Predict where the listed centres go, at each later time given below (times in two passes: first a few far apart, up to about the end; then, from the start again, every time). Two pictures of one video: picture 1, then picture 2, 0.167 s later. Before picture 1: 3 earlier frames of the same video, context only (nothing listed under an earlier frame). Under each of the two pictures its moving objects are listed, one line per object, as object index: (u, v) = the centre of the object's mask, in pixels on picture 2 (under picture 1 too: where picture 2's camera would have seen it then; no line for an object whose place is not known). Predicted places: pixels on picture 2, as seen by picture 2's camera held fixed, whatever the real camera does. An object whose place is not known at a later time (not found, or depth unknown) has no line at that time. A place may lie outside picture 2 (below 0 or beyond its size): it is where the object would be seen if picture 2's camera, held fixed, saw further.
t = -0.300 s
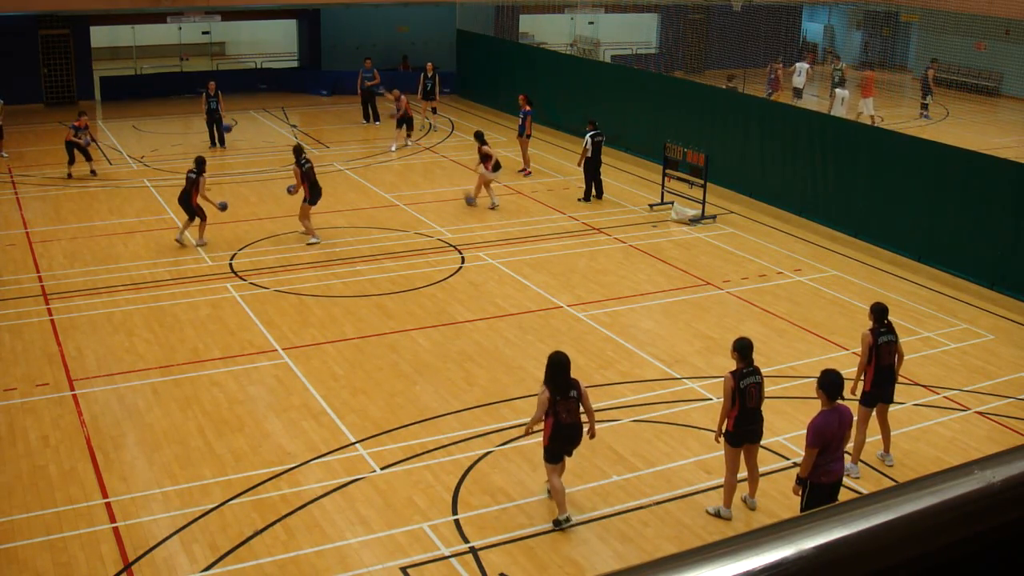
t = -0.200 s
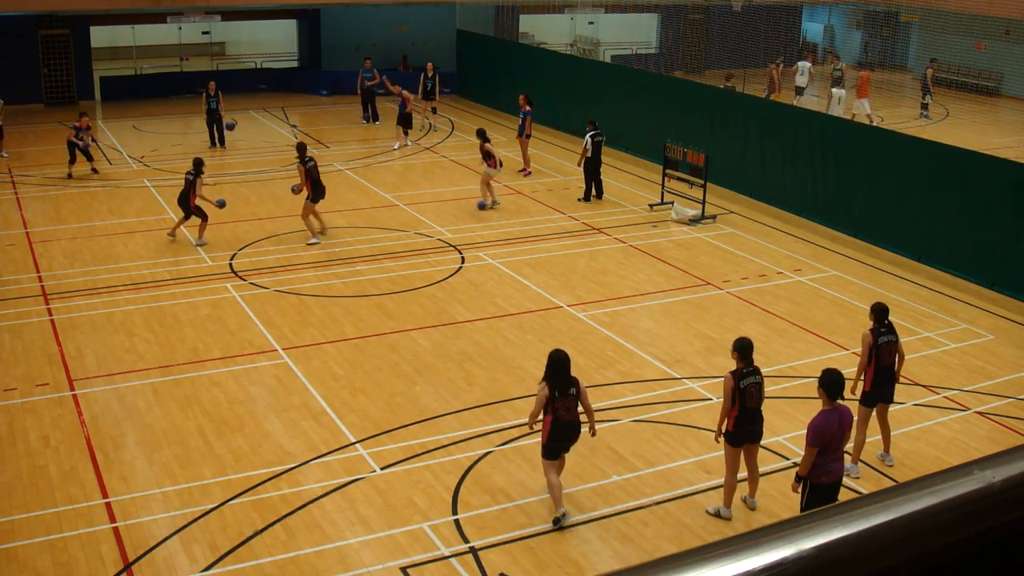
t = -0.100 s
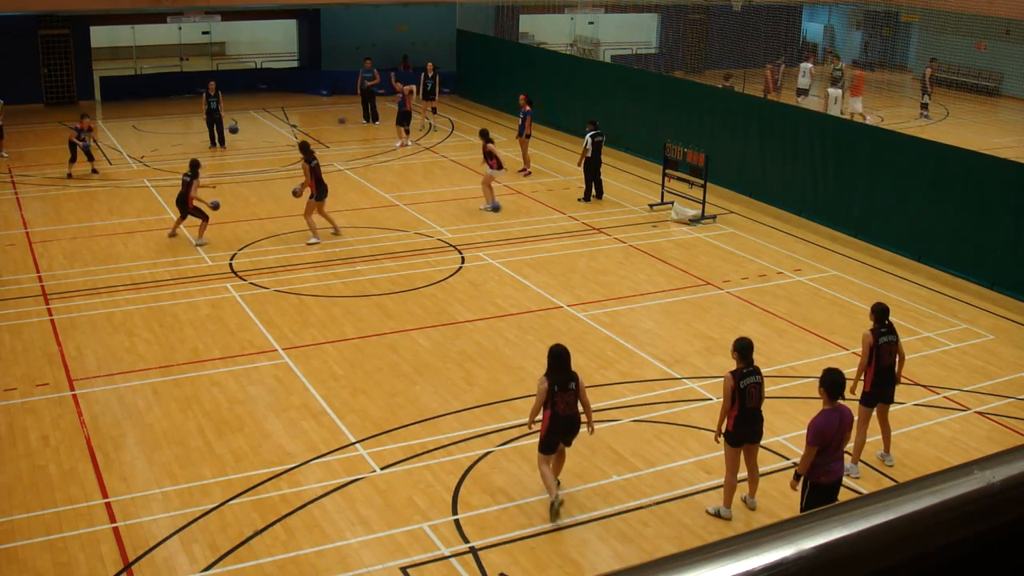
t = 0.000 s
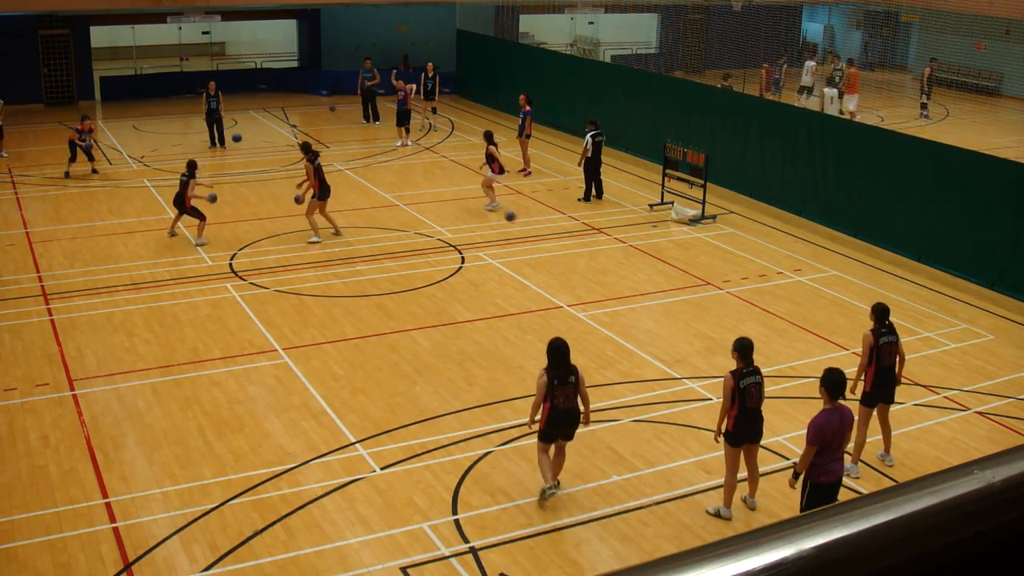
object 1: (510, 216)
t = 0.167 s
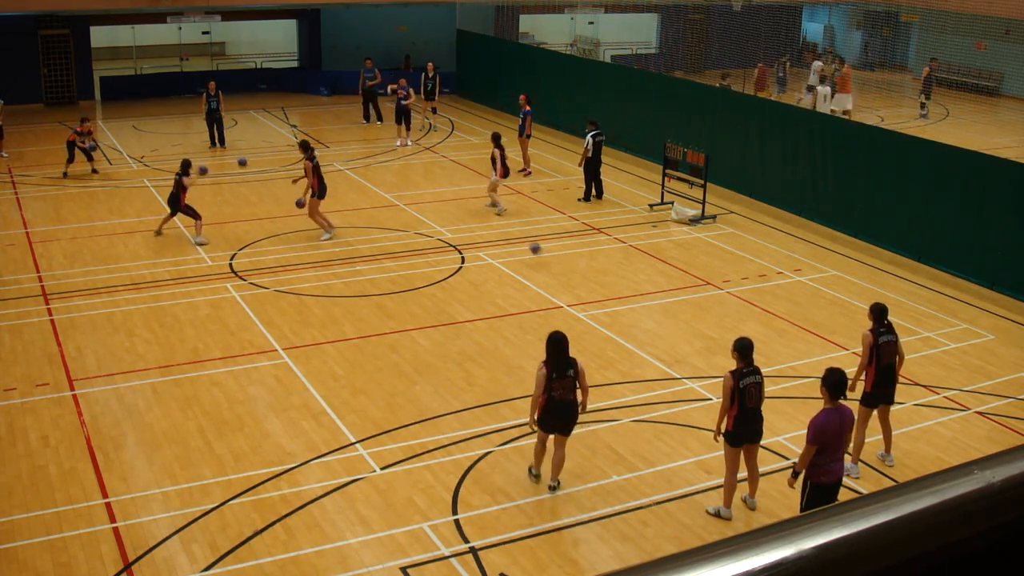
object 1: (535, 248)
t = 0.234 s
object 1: (546, 269)
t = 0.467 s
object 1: (588, 287)
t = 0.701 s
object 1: (635, 340)
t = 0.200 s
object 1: (540, 258)
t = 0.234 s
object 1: (546, 269)
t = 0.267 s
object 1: (551, 272)
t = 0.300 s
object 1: (557, 272)
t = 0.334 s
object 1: (563, 274)
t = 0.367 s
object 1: (569, 275)
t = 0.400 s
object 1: (576, 278)
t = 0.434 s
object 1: (582, 282)
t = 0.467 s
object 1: (588, 287)
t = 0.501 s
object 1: (595, 293)
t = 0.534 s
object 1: (601, 299)
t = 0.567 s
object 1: (608, 307)
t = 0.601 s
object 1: (614, 316)
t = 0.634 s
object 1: (622, 326)
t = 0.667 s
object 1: (628, 336)
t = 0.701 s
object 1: (635, 340)
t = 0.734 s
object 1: (643, 341)
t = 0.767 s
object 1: (650, 344)
